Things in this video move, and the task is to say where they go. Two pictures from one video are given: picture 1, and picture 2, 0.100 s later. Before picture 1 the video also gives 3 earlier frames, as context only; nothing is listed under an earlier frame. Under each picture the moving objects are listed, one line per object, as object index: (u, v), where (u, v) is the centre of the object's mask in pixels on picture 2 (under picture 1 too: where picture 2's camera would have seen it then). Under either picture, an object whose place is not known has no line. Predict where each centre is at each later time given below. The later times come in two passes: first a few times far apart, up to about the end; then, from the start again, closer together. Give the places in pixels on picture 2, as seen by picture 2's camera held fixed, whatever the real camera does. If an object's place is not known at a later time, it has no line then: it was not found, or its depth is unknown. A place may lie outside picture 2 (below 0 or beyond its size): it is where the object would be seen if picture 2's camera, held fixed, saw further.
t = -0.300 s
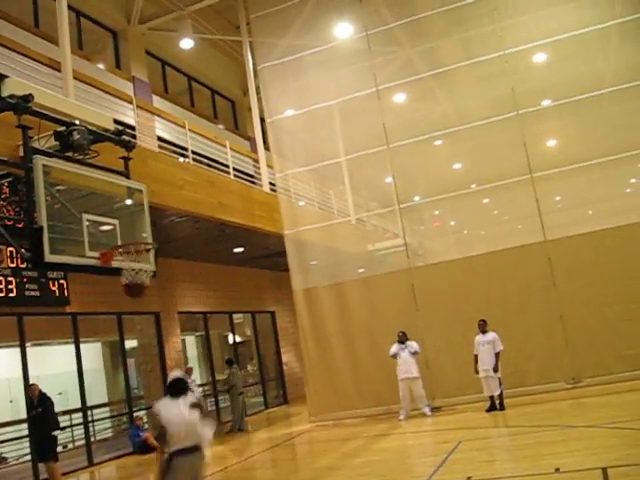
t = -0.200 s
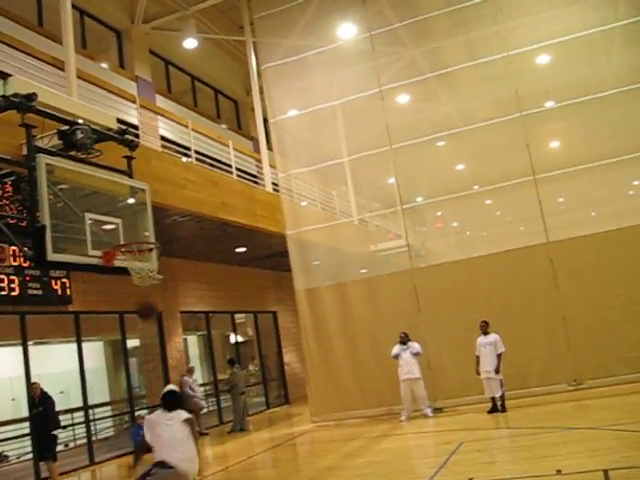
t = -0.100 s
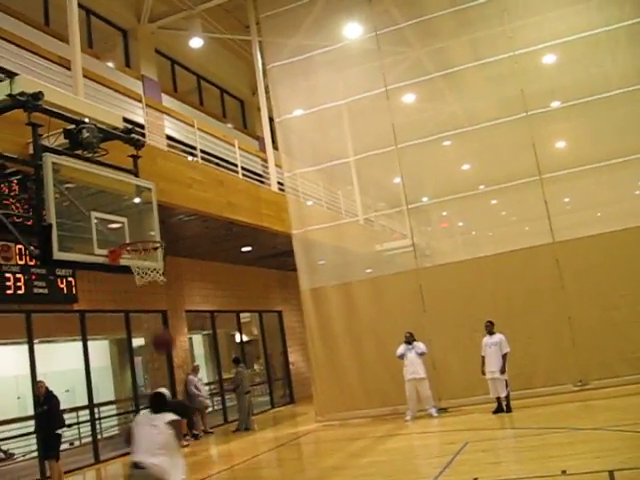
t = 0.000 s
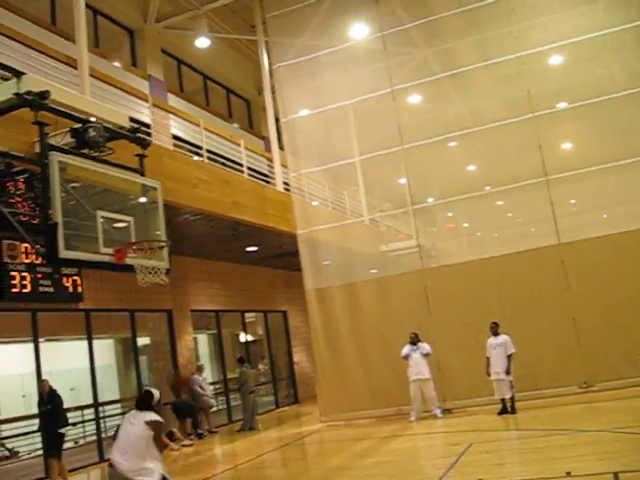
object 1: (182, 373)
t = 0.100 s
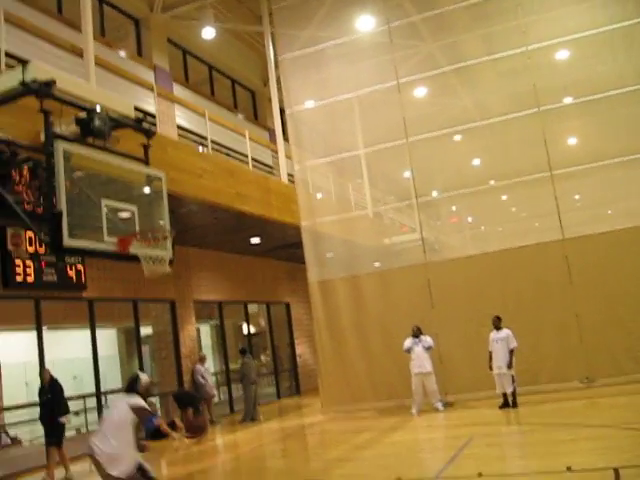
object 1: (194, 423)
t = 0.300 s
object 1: (213, 495)
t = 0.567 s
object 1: (219, 402)
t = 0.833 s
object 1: (233, 382)
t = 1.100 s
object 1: (252, 434)
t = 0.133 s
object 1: (199, 448)
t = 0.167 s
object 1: (205, 471)
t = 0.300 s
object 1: (213, 495)
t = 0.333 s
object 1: (214, 481)
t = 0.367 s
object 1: (214, 466)
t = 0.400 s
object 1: (215, 452)
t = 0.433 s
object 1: (216, 440)
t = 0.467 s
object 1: (216, 430)
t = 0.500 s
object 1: (217, 418)
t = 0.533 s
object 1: (218, 411)
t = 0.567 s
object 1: (219, 402)
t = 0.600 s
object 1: (222, 396)
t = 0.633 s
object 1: (223, 390)
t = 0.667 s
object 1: (224, 385)
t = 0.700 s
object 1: (225, 383)
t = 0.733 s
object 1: (226, 382)
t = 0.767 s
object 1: (227, 380)
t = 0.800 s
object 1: (228, 381)
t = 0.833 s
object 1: (233, 382)
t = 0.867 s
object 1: (234, 384)
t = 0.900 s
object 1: (236, 388)
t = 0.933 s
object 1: (238, 393)
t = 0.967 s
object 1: (242, 398)
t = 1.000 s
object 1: (243, 403)
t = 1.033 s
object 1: (247, 409)
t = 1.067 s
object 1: (250, 422)
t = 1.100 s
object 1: (252, 434)
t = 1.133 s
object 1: (254, 444)
